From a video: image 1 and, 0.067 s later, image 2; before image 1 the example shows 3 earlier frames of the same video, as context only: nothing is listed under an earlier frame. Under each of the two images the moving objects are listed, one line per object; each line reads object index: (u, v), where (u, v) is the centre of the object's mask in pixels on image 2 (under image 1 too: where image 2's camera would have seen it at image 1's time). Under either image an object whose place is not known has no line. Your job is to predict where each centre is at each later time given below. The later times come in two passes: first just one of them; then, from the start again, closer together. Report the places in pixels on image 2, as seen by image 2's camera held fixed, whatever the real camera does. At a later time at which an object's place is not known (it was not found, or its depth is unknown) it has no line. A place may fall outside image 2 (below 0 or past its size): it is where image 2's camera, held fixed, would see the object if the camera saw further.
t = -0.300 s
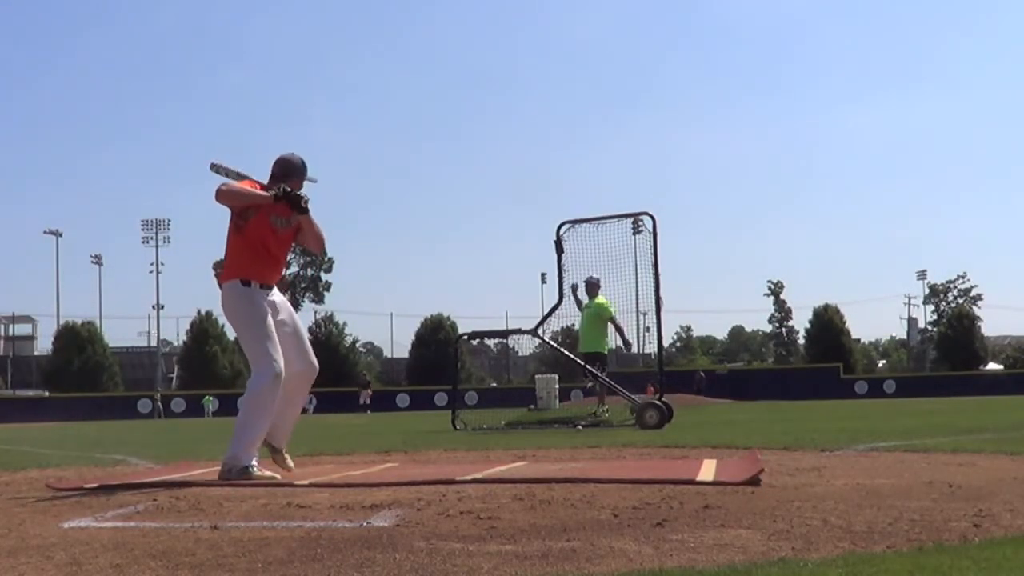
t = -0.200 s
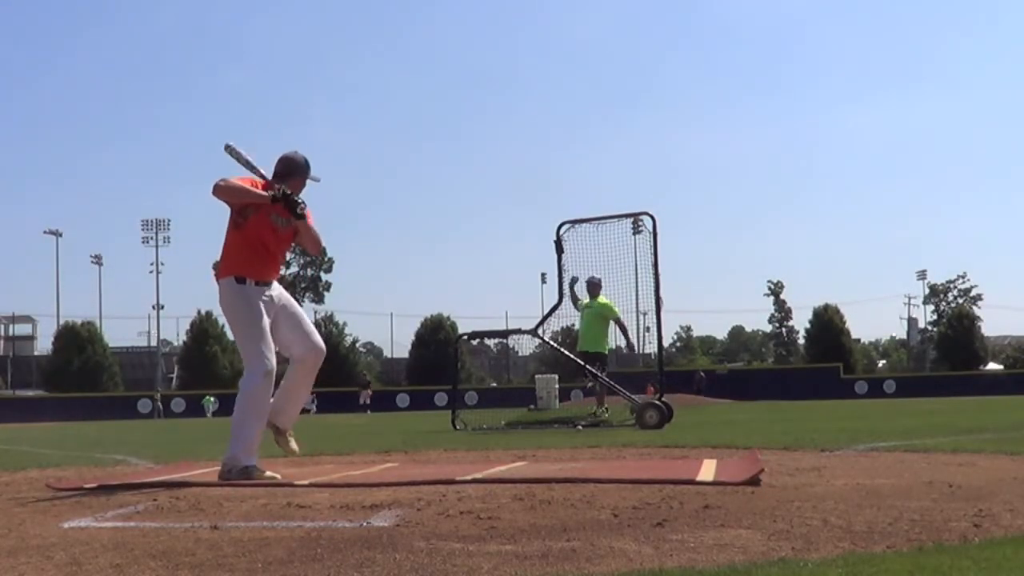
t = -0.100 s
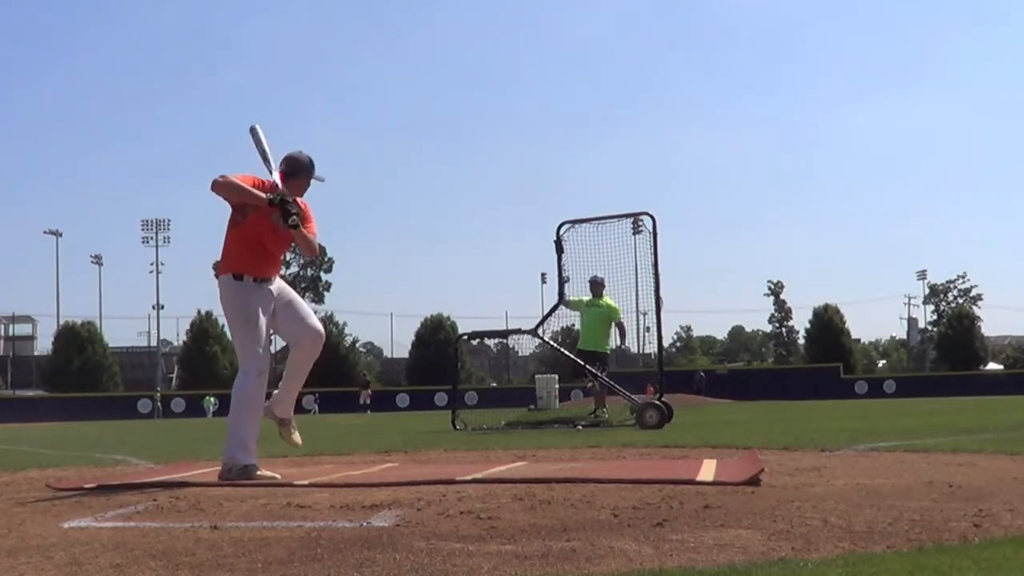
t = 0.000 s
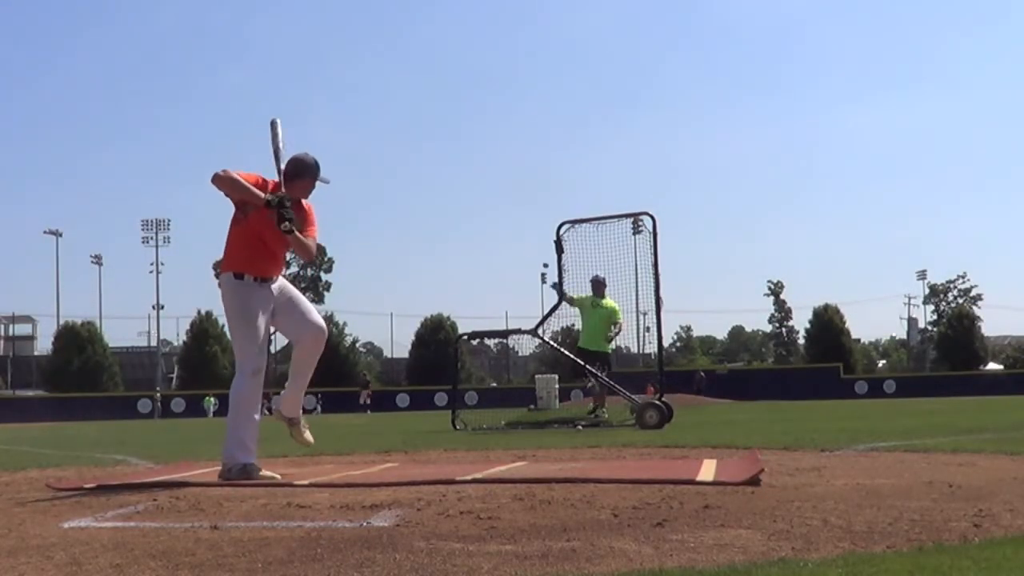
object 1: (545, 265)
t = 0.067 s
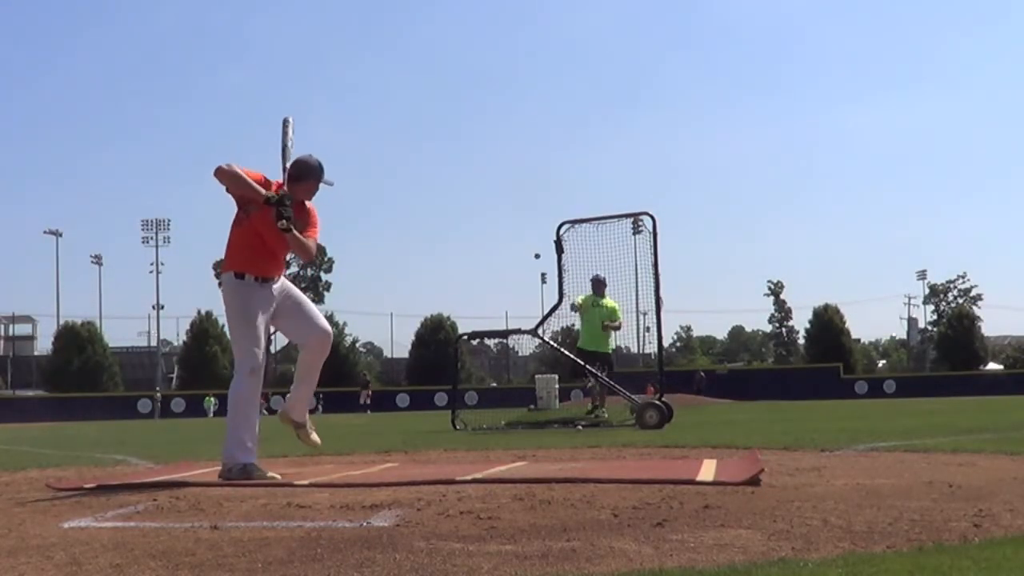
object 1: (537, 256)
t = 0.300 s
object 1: (497, 250)
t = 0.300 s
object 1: (497, 250)
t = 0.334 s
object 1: (488, 254)
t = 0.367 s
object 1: (480, 261)
